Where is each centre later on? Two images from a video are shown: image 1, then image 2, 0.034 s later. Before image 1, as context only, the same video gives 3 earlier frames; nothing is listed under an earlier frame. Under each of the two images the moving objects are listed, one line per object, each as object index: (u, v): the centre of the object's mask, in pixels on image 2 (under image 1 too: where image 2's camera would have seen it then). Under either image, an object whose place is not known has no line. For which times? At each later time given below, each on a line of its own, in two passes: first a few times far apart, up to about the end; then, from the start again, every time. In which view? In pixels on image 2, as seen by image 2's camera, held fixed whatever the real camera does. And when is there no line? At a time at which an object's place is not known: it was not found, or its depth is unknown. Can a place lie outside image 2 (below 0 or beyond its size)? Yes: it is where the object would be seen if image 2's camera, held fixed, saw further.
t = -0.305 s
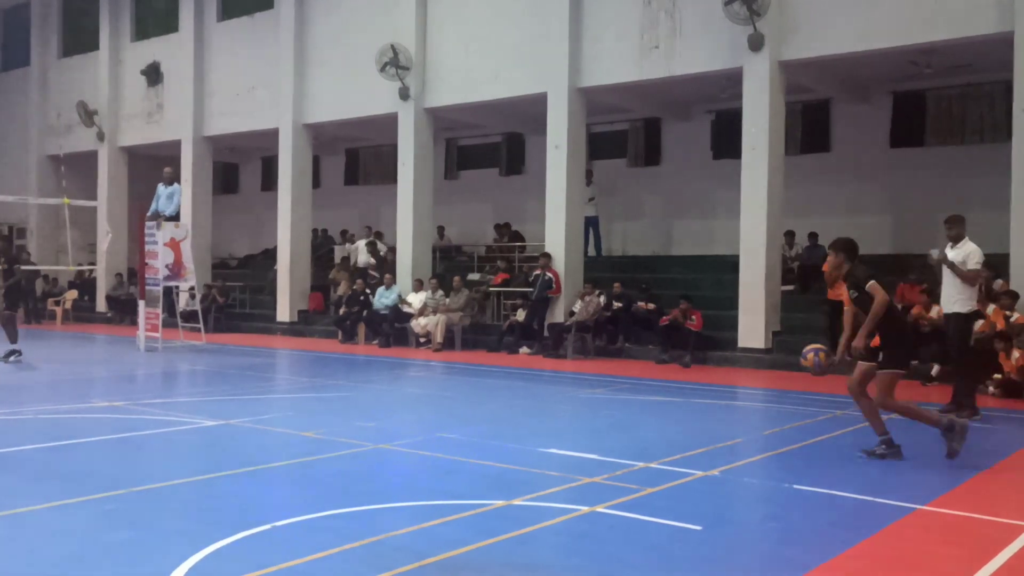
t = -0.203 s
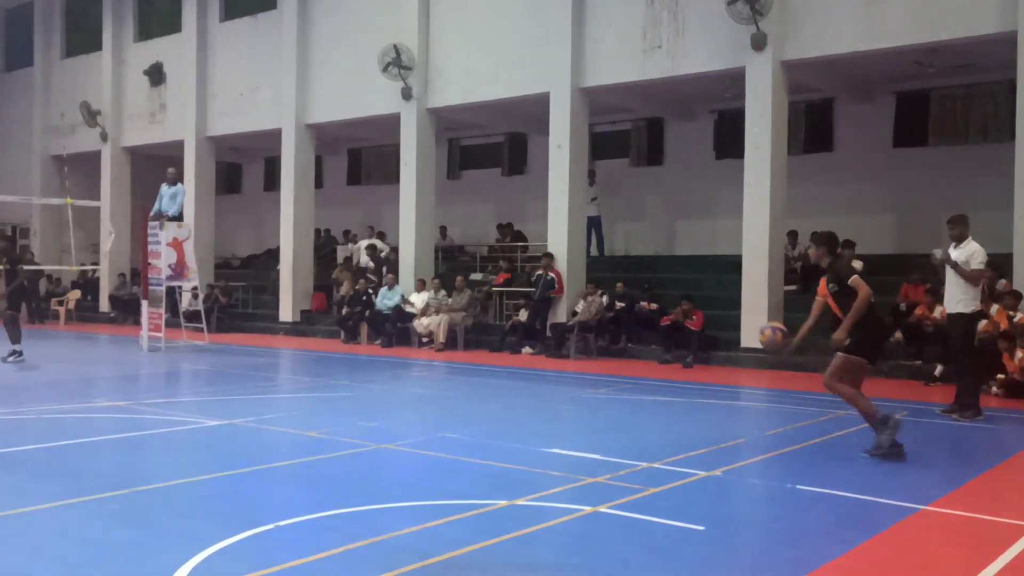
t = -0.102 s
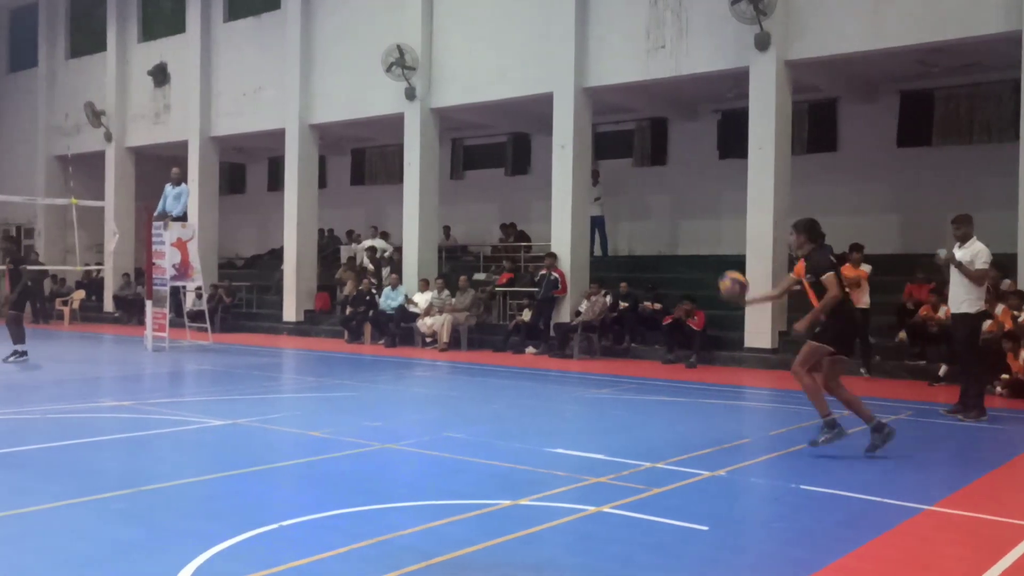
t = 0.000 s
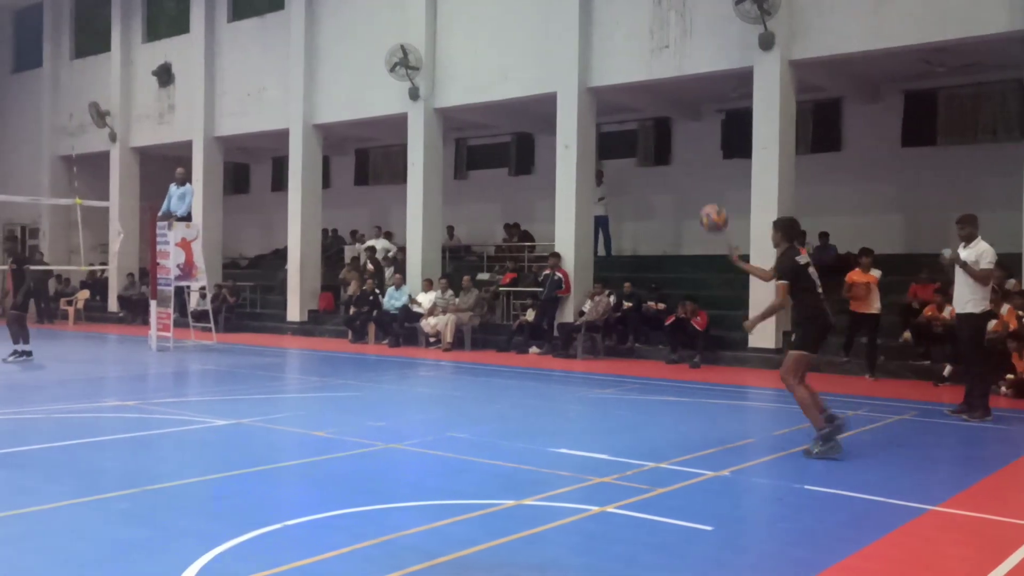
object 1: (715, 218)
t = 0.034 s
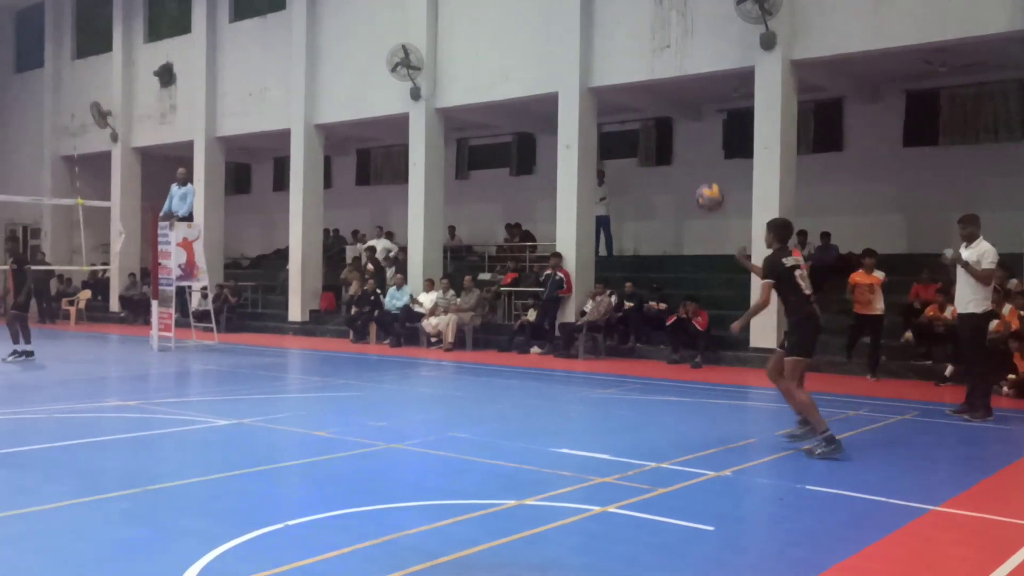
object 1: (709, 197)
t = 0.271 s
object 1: (673, 92)
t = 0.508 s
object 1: (638, 60)
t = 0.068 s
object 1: (705, 178)
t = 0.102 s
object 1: (699, 160)
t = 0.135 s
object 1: (693, 144)
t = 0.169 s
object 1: (689, 128)
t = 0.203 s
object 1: (683, 115)
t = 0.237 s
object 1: (678, 102)
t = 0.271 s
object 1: (673, 92)
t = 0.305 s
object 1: (668, 82)
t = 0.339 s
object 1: (664, 75)
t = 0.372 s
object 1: (658, 71)
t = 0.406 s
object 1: (653, 66)
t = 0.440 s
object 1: (648, 63)
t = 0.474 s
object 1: (643, 61)
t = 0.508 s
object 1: (638, 60)
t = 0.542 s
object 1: (633, 61)
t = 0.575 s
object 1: (628, 63)
